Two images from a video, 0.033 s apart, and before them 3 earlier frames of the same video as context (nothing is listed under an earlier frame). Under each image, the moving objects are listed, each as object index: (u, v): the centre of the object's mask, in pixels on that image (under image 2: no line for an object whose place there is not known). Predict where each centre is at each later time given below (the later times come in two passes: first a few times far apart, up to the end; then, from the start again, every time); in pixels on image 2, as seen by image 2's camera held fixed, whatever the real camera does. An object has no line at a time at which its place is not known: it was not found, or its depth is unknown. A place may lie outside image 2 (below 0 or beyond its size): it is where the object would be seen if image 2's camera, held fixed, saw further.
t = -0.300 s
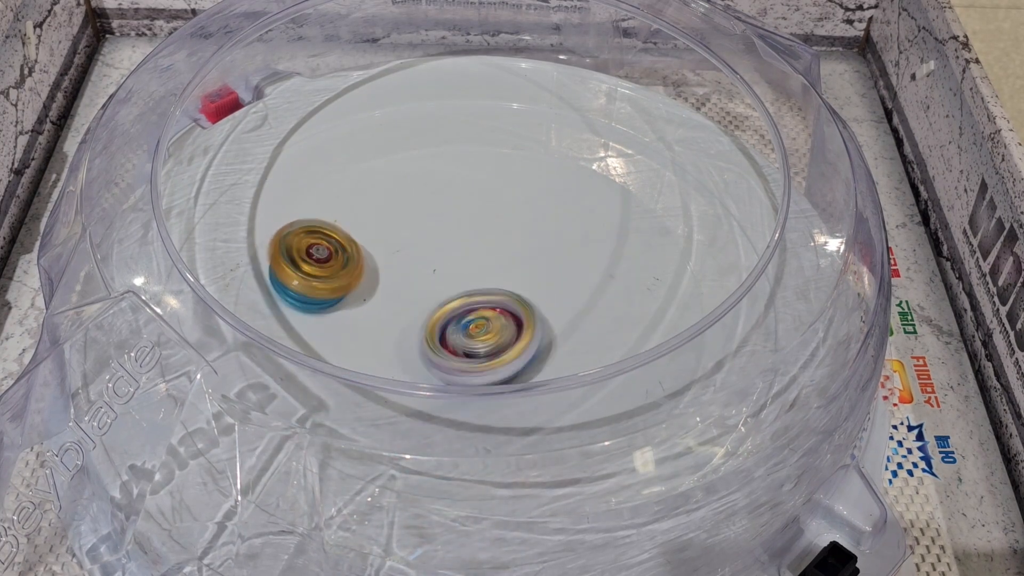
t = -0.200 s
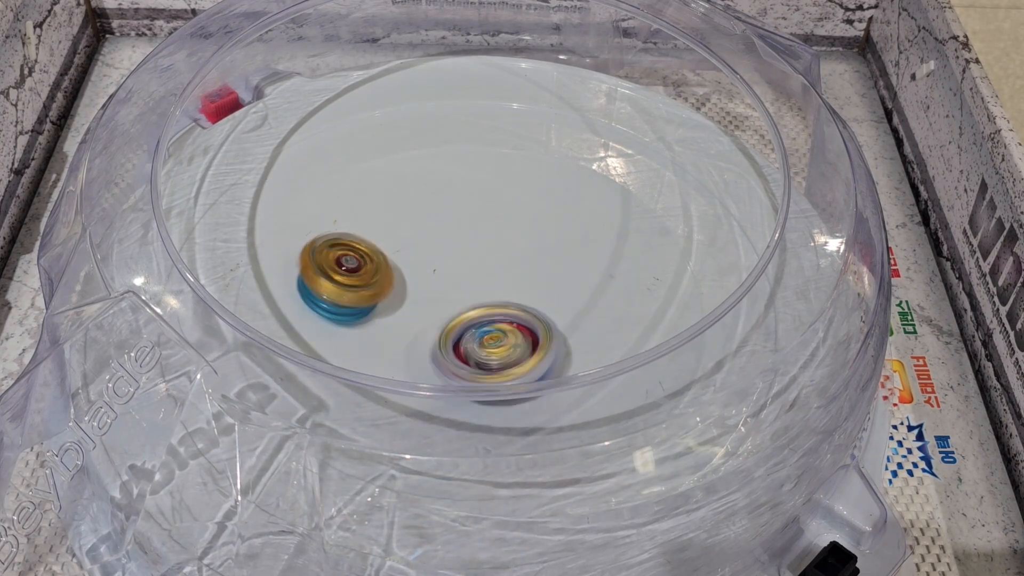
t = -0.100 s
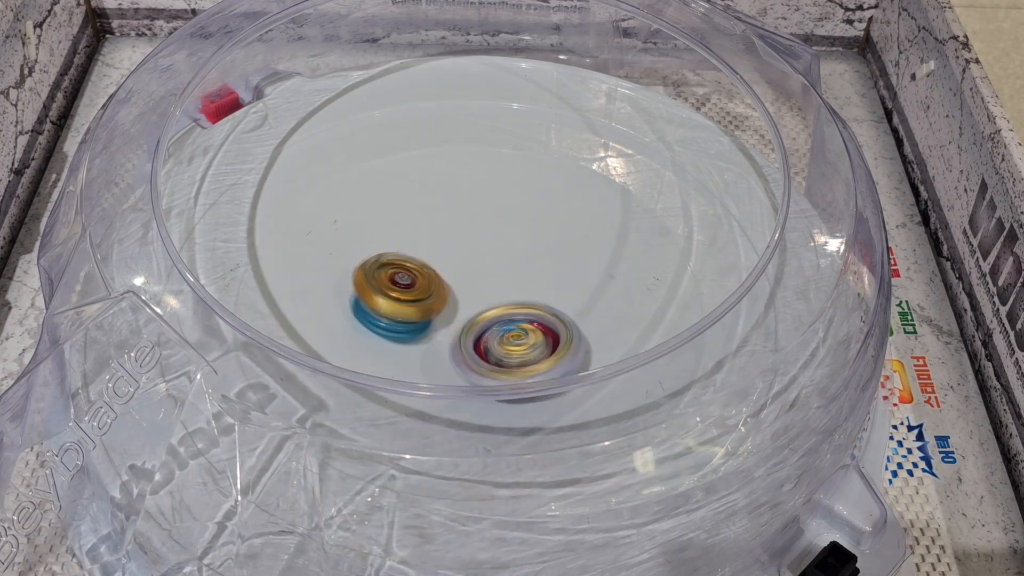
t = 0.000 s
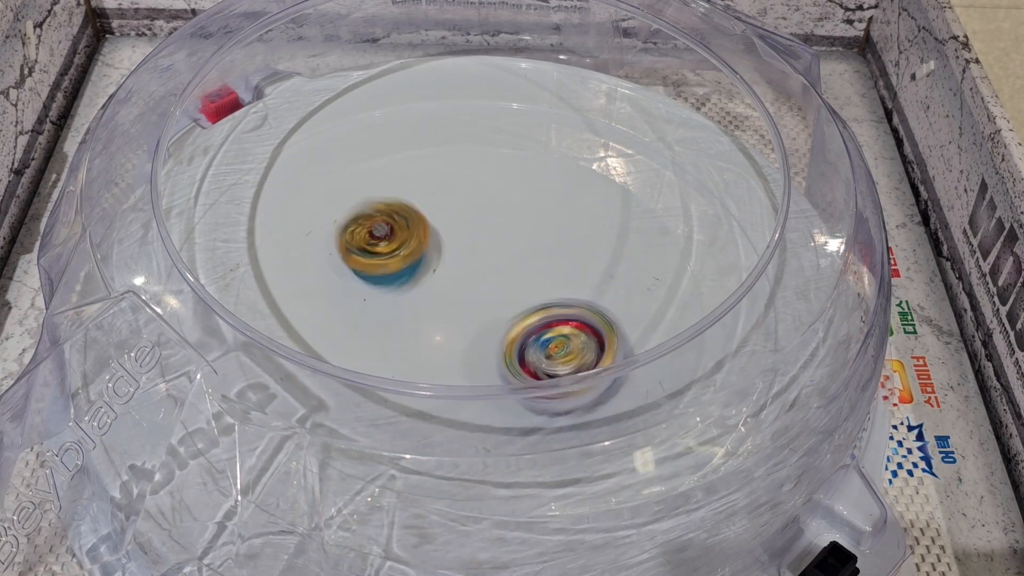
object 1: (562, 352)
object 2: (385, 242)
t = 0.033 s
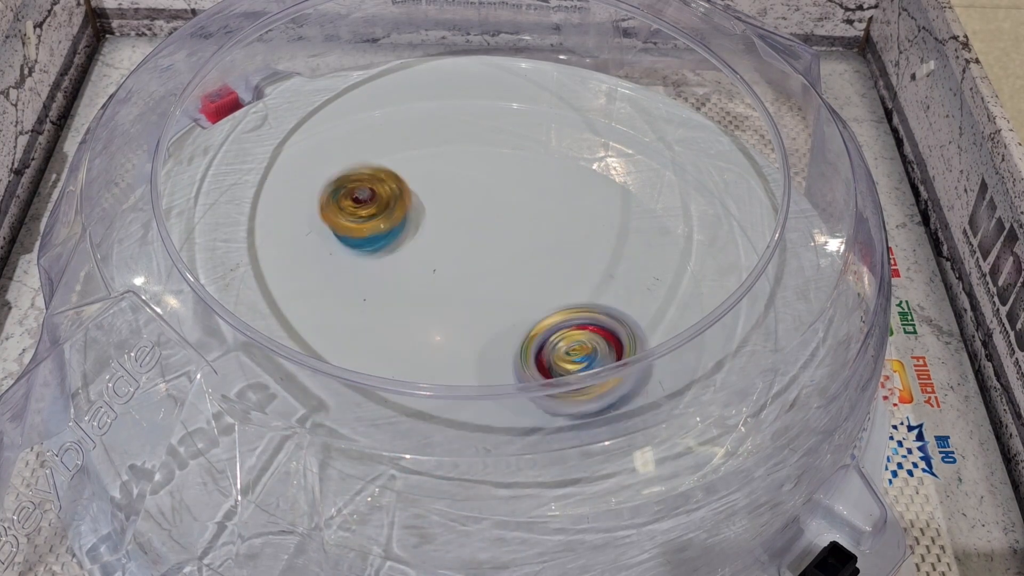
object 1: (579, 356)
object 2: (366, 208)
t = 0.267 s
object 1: (601, 335)
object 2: (343, 109)
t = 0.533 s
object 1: (492, 297)
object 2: (359, 116)
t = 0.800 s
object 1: (434, 268)
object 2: (377, 159)
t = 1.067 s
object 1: (429, 299)
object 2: (536, 159)
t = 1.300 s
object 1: (485, 290)
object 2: (607, 212)
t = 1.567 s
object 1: (489, 263)
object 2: (574, 329)
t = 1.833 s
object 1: (473, 307)
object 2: (381, 360)
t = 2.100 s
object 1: (509, 320)
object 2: (326, 307)
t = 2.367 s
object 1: (476, 303)
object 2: (370, 239)
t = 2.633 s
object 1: (474, 318)
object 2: (384, 202)
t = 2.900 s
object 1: (479, 335)
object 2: (458, 213)
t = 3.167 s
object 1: (500, 339)
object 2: (529, 250)
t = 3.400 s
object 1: (464, 317)
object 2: (549, 261)
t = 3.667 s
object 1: (441, 292)
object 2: (541, 256)
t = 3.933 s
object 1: (453, 275)
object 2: (573, 254)
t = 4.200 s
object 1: (446, 288)
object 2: (602, 300)
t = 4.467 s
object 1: (437, 300)
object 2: (572, 375)
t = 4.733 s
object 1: (440, 288)
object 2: (540, 372)
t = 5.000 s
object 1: (456, 274)
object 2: (482, 351)
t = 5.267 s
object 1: (455, 274)
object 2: (438, 352)
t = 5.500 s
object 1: (468, 276)
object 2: (438, 345)
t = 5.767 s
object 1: (475, 260)
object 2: (438, 339)
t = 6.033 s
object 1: (472, 255)
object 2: (439, 329)
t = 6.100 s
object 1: (477, 257)
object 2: (447, 331)
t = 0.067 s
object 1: (593, 357)
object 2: (356, 177)
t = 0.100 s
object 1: (598, 356)
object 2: (352, 153)
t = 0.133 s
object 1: (605, 355)
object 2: (353, 136)
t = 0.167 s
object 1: (607, 350)
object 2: (353, 125)
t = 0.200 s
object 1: (608, 345)
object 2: (350, 117)
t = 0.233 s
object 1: (608, 341)
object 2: (346, 110)
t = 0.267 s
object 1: (601, 335)
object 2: (343, 109)
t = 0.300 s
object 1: (590, 328)
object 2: (344, 112)
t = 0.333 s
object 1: (577, 325)
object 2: (349, 112)
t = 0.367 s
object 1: (564, 321)
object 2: (352, 113)
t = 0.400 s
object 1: (548, 315)
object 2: (356, 113)
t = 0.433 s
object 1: (532, 310)
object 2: (359, 114)
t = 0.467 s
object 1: (519, 304)
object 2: (360, 114)
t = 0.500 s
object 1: (505, 300)
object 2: (361, 114)
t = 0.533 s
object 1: (492, 297)
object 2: (359, 116)
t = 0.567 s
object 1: (480, 294)
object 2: (358, 118)
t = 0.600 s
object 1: (473, 288)
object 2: (358, 120)
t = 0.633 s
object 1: (463, 286)
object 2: (357, 124)
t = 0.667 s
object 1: (457, 283)
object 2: (358, 128)
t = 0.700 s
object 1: (451, 280)
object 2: (359, 133)
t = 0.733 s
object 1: (444, 276)
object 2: (361, 139)
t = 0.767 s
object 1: (439, 273)
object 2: (368, 147)
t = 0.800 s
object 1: (434, 268)
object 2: (377, 159)
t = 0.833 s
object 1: (430, 265)
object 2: (391, 171)
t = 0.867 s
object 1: (426, 261)
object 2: (409, 180)
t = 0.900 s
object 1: (421, 267)
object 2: (429, 178)
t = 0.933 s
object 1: (421, 278)
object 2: (453, 167)
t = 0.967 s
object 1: (419, 286)
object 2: (477, 161)
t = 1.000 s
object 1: (421, 293)
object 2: (499, 159)
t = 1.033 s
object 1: (423, 295)
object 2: (519, 158)
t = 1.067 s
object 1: (429, 299)
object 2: (536, 159)
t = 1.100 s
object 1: (437, 301)
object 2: (552, 162)
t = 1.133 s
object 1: (447, 302)
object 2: (565, 167)
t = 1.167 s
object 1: (454, 301)
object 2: (577, 173)
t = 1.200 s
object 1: (465, 300)
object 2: (588, 181)
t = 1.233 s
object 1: (472, 297)
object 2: (595, 190)
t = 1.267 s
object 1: (480, 294)
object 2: (603, 201)
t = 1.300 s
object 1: (485, 290)
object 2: (607, 212)
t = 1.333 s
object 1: (491, 287)
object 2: (610, 223)
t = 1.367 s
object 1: (494, 280)
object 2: (613, 236)
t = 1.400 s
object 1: (497, 277)
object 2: (612, 250)
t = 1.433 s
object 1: (499, 271)
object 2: (612, 265)
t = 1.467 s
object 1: (497, 267)
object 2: (607, 281)
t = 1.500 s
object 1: (495, 264)
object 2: (599, 297)
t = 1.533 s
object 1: (491, 263)
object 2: (590, 314)
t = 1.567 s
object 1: (489, 263)
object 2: (574, 329)
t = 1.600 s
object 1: (483, 265)
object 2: (556, 339)
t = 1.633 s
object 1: (478, 270)
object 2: (534, 349)
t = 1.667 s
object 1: (473, 276)
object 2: (509, 354)
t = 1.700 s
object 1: (471, 280)
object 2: (483, 369)
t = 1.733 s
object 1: (470, 286)
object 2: (454, 370)
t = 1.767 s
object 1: (472, 293)
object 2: (429, 368)
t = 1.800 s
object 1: (471, 300)
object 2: (403, 367)
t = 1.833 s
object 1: (473, 307)
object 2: (381, 360)
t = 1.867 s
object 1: (474, 312)
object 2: (364, 353)
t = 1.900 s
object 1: (480, 317)
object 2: (352, 338)
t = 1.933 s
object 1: (485, 321)
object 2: (343, 333)
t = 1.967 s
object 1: (490, 324)
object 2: (334, 327)
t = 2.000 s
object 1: (494, 324)
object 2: (331, 322)
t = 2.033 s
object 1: (501, 326)
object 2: (327, 317)
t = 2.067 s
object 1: (505, 323)
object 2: (326, 313)
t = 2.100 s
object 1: (509, 320)
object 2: (326, 307)
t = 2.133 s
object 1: (509, 315)
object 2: (328, 301)
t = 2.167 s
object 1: (507, 312)
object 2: (333, 294)
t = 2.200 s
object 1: (504, 307)
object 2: (339, 289)
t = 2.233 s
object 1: (498, 305)
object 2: (350, 282)
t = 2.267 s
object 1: (487, 300)
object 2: (361, 276)
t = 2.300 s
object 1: (481, 299)
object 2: (377, 272)
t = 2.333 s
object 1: (476, 299)
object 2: (378, 258)
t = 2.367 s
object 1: (476, 303)
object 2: (370, 239)
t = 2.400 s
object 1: (475, 305)
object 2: (367, 225)
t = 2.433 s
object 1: (474, 307)
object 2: (368, 215)
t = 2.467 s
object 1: (472, 309)
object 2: (368, 208)
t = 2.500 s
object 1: (471, 312)
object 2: (372, 204)
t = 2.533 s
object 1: (471, 313)
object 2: (373, 202)
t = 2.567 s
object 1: (471, 315)
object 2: (378, 201)
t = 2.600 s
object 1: (472, 316)
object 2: (379, 201)
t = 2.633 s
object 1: (474, 318)
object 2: (384, 202)
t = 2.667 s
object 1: (474, 317)
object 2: (389, 205)
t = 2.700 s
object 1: (475, 316)
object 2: (397, 210)
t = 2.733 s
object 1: (476, 315)
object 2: (406, 217)
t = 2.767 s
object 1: (478, 313)
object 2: (418, 226)
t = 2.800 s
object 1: (477, 310)
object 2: (430, 234)
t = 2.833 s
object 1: (477, 323)
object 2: (440, 225)
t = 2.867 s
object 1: (479, 329)
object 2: (448, 216)
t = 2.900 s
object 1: (479, 335)
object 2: (458, 213)
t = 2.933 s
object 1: (482, 336)
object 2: (467, 214)
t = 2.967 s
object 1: (484, 339)
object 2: (478, 214)
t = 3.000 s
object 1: (487, 340)
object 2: (487, 217)
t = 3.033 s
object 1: (489, 342)
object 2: (497, 220)
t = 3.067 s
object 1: (491, 344)
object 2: (506, 226)
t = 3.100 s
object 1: (497, 343)
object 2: (515, 233)
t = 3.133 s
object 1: (498, 342)
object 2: (522, 240)
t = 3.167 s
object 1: (500, 339)
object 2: (529, 250)
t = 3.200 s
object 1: (497, 335)
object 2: (535, 256)
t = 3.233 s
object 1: (489, 331)
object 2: (541, 259)
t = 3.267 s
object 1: (485, 329)
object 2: (545, 261)
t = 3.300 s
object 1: (479, 327)
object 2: (548, 260)
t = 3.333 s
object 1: (474, 324)
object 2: (549, 260)
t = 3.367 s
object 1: (469, 320)
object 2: (547, 262)
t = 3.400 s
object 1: (464, 317)
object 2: (549, 261)
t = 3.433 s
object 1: (460, 314)
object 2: (545, 262)
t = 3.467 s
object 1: (453, 310)
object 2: (548, 260)
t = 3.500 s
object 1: (450, 306)
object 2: (548, 260)
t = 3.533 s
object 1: (449, 302)
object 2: (544, 259)
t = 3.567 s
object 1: (447, 300)
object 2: (541, 259)
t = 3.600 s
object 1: (447, 298)
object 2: (540, 259)
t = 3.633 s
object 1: (442, 294)
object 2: (542, 257)
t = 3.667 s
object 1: (441, 292)
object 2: (541, 256)
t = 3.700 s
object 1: (444, 289)
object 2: (545, 255)
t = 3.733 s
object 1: (441, 285)
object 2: (551, 253)
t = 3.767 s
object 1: (440, 283)
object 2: (557, 251)
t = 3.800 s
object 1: (438, 282)
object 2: (566, 249)
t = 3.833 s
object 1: (441, 277)
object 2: (574, 250)
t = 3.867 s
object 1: (446, 274)
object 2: (575, 250)
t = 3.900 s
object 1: (449, 275)
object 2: (574, 251)
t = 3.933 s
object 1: (453, 275)
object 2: (573, 254)
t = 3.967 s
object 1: (455, 273)
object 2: (571, 256)
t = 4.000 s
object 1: (458, 275)
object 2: (568, 260)
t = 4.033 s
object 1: (450, 272)
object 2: (589, 265)
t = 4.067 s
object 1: (449, 271)
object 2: (594, 268)
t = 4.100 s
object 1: (449, 278)
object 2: (603, 276)
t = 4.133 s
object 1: (445, 283)
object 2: (603, 287)
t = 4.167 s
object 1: (444, 284)
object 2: (603, 292)
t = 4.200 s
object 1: (446, 288)
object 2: (602, 300)
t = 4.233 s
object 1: (449, 297)
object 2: (591, 312)
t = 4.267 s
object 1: (447, 299)
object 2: (582, 320)
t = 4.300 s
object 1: (448, 300)
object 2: (575, 324)
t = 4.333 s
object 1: (452, 305)
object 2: (558, 335)
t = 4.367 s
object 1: (445, 306)
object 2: (556, 343)
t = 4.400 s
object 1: (443, 303)
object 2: (561, 346)
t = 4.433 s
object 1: (439, 301)
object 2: (571, 367)
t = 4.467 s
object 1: (437, 300)
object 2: (572, 375)
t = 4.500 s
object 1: (436, 299)
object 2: (572, 375)
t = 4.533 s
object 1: (436, 300)
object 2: (576, 389)
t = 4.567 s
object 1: (435, 299)
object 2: (572, 390)
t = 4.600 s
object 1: (433, 299)
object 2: (572, 390)
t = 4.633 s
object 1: (434, 292)
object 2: (562, 377)
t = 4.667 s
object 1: (437, 290)
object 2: (555, 379)
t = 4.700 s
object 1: (439, 290)
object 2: (551, 380)
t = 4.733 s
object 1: (440, 288)
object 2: (540, 372)
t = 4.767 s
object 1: (445, 291)
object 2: (526, 367)
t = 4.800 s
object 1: (445, 289)
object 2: (518, 354)
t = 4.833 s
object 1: (446, 281)
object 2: (507, 354)
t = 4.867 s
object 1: (452, 273)
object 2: (503, 354)
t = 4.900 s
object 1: (452, 270)
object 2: (501, 350)
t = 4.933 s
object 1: (456, 269)
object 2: (493, 349)
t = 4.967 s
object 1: (456, 272)
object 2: (486, 352)
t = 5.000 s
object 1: (456, 274)
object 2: (482, 351)
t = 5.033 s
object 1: (454, 275)
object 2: (472, 348)
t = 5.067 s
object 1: (452, 275)
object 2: (464, 350)
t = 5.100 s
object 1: (455, 271)
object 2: (458, 353)
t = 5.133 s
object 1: (456, 272)
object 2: (454, 353)
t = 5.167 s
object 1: (454, 273)
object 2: (449, 352)
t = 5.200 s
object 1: (455, 274)
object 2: (446, 352)
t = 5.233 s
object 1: (453, 275)
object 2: (441, 353)
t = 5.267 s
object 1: (455, 274)
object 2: (438, 352)
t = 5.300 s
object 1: (455, 274)
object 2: (437, 349)
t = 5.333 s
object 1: (457, 272)
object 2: (435, 346)
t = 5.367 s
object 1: (457, 274)
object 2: (433, 347)
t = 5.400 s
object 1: (457, 275)
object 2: (433, 346)
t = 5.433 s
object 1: (459, 275)
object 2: (434, 346)
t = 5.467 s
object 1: (463, 275)
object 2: (435, 345)
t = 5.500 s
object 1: (468, 276)
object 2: (438, 345)
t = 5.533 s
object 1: (472, 277)
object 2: (439, 344)
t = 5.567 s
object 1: (475, 275)
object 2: (439, 347)
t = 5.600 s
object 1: (479, 275)
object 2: (440, 347)
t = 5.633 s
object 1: (481, 272)
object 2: (441, 348)
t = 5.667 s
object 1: (480, 266)
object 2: (440, 348)
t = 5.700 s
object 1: (478, 262)
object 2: (439, 346)
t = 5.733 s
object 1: (476, 261)
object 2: (438, 344)
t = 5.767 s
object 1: (475, 260)
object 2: (438, 339)
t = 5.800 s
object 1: (474, 258)
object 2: (438, 333)
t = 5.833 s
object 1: (474, 255)
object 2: (435, 331)
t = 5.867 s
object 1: (473, 254)
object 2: (432, 327)
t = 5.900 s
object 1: (473, 253)
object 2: (431, 324)
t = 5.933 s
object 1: (472, 253)
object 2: (430, 323)
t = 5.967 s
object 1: (471, 253)
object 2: (432, 326)
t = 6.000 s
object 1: (470, 253)
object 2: (436, 327)
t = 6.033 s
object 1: (472, 255)
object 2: (439, 329)
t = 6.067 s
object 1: (474, 257)
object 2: (441, 329)
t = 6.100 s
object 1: (477, 257)
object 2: (447, 331)
